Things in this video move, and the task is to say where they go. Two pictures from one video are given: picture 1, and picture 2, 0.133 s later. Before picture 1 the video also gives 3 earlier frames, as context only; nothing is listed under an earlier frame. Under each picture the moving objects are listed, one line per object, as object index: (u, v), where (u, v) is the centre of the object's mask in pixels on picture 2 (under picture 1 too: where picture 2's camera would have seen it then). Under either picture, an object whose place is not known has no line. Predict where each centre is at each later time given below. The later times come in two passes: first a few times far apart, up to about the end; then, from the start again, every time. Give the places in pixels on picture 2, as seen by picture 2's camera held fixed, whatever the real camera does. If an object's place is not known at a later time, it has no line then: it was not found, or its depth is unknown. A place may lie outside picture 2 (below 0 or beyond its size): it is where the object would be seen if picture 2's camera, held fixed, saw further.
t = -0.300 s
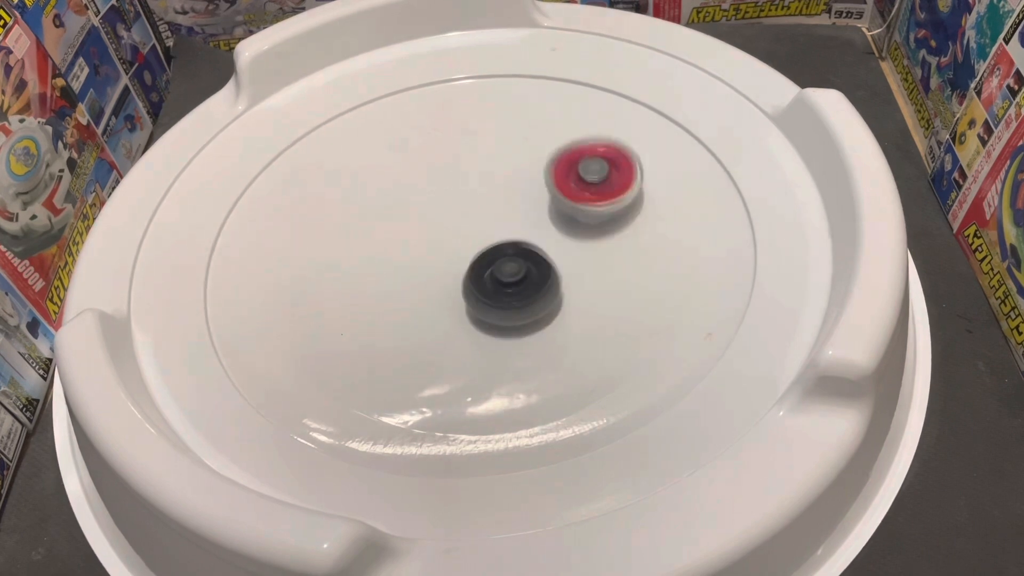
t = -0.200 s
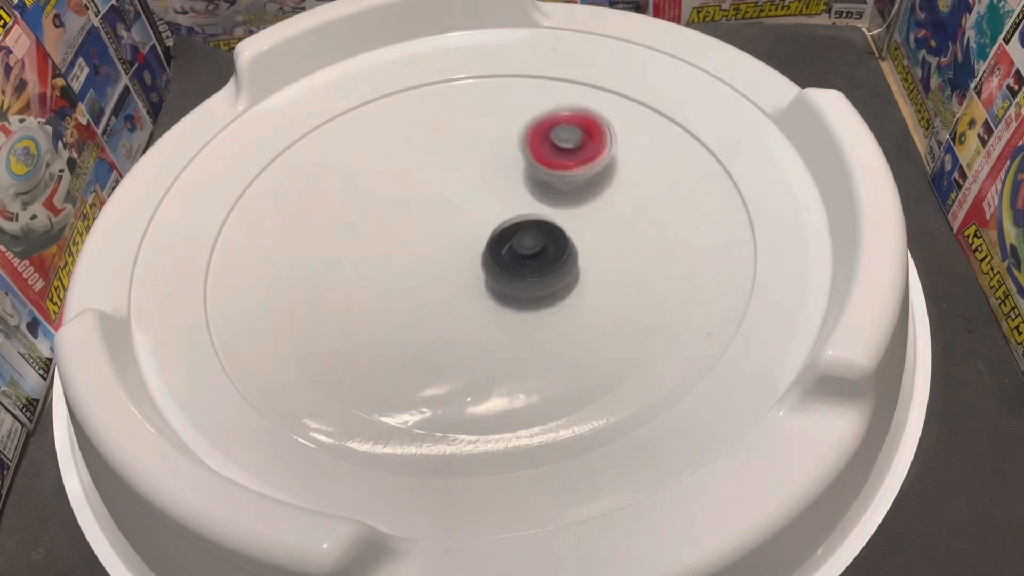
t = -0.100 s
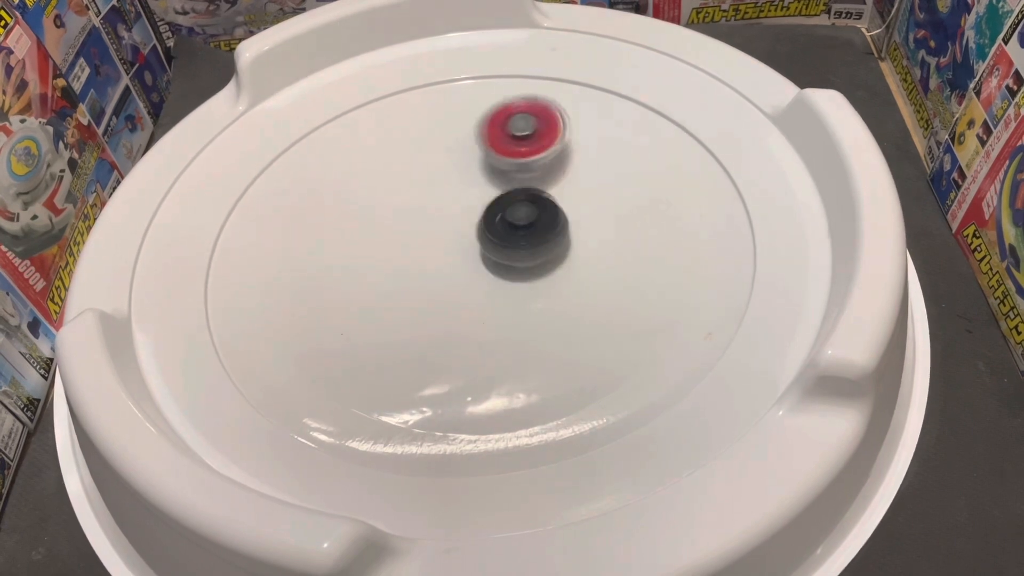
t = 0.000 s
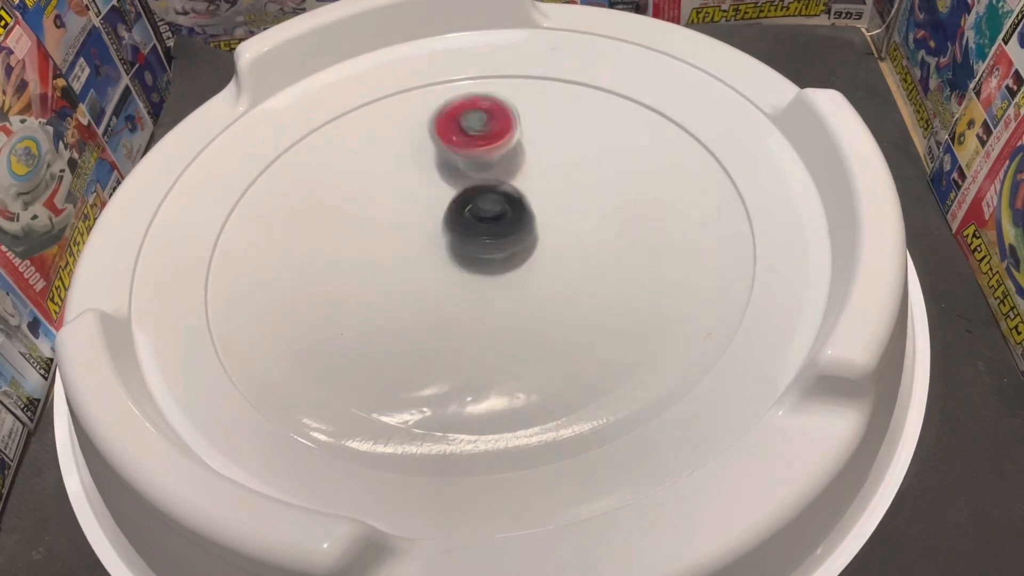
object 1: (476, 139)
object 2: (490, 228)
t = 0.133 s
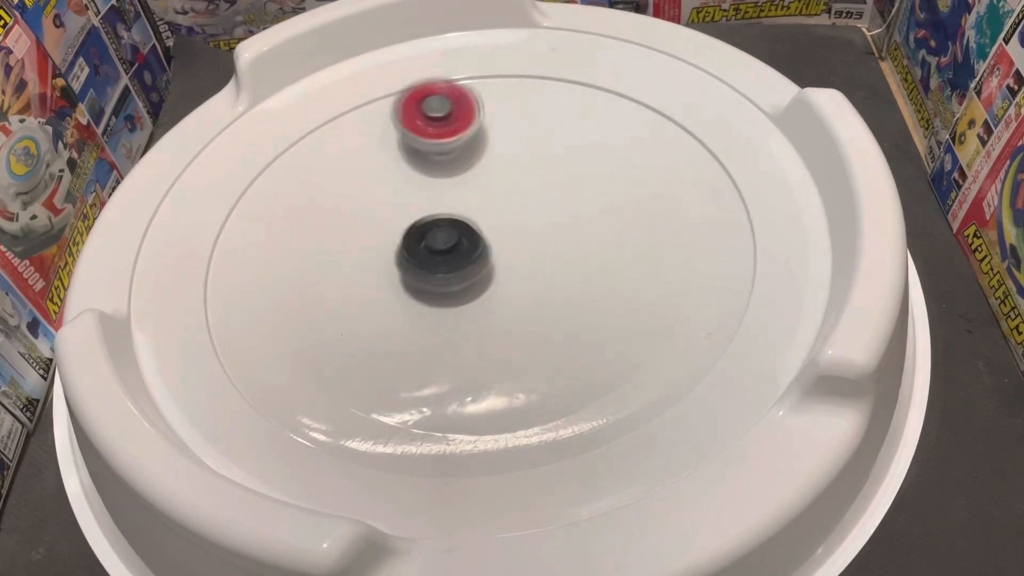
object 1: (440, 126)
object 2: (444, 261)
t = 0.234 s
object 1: (404, 144)
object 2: (420, 277)
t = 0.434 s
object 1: (396, 224)
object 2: (453, 298)
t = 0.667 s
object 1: (444, 245)
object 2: (524, 290)
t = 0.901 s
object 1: (465, 218)
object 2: (629, 259)
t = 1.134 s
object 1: (469, 223)
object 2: (660, 229)
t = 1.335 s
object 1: (482, 237)
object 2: (592, 244)
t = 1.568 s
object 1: (405, 271)
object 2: (535, 246)
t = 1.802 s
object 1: (347, 314)
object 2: (530, 207)
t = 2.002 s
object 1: (420, 310)
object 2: (479, 205)
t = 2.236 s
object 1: (502, 303)
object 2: (439, 228)
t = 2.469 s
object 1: (575, 278)
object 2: (436, 278)
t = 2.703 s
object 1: (559, 240)
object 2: (477, 308)
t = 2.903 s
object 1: (522, 194)
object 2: (487, 308)
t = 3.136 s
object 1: (477, 169)
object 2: (482, 275)
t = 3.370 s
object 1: (444, 170)
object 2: (475, 257)
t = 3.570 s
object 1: (428, 174)
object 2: (468, 247)
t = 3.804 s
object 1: (437, 192)
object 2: (476, 265)
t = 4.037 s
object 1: (461, 206)
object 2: (487, 296)
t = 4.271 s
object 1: (479, 206)
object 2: (484, 296)
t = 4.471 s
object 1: (482, 220)
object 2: (487, 301)
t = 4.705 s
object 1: (470, 228)
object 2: (490, 300)
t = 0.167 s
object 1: (428, 130)
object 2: (434, 265)
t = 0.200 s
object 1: (415, 136)
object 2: (426, 271)
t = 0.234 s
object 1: (404, 144)
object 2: (420, 277)
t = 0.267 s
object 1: (395, 155)
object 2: (417, 284)
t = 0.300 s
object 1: (389, 168)
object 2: (418, 291)
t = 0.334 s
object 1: (387, 182)
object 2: (423, 297)
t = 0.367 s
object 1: (388, 196)
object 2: (431, 300)
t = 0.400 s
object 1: (391, 211)
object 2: (442, 300)
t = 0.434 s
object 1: (396, 224)
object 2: (453, 298)
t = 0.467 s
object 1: (402, 233)
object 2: (464, 298)
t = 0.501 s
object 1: (405, 231)
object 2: (481, 302)
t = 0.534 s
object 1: (409, 232)
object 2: (496, 304)
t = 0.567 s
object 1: (416, 235)
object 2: (505, 306)
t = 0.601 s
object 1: (426, 239)
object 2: (512, 304)
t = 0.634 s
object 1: (435, 243)
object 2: (517, 299)
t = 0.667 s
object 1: (444, 245)
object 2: (524, 290)
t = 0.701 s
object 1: (451, 243)
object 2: (539, 286)
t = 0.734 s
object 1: (459, 243)
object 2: (552, 280)
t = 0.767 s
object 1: (468, 242)
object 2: (561, 273)
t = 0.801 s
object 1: (478, 239)
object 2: (571, 266)
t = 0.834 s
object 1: (471, 229)
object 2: (599, 264)
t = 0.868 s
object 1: (466, 222)
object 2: (617, 262)
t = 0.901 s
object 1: (465, 218)
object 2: (629, 259)
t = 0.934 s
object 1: (464, 215)
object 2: (640, 254)
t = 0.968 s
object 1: (463, 214)
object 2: (650, 250)
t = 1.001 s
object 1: (464, 214)
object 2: (658, 246)
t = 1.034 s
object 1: (464, 215)
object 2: (665, 242)
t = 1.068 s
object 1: (465, 217)
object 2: (668, 237)
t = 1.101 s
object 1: (467, 220)
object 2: (667, 232)
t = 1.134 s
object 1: (469, 223)
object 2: (660, 229)
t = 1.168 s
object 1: (473, 227)
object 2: (649, 228)
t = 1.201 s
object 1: (478, 231)
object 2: (635, 230)
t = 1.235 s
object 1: (484, 234)
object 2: (621, 232)
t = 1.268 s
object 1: (490, 237)
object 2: (606, 235)
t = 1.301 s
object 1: (497, 238)
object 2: (593, 239)
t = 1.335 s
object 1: (482, 237)
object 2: (592, 244)
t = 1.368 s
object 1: (467, 238)
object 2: (591, 250)
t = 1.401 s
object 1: (456, 241)
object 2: (584, 253)
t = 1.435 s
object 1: (447, 245)
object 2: (573, 254)
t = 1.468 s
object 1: (439, 251)
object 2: (557, 253)
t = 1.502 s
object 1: (433, 258)
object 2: (543, 252)
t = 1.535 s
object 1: (429, 264)
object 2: (528, 251)
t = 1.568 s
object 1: (405, 271)
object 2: (535, 246)
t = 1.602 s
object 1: (378, 278)
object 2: (548, 240)
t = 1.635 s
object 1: (361, 283)
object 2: (551, 235)
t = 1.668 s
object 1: (352, 289)
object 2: (549, 230)
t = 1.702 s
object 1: (346, 296)
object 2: (546, 224)
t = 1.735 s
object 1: (343, 303)
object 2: (542, 217)
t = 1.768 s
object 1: (343, 309)
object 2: (536, 211)
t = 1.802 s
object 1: (347, 314)
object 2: (530, 207)
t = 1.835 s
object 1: (355, 319)
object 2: (522, 203)
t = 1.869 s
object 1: (365, 321)
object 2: (515, 201)
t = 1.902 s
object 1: (378, 321)
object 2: (505, 200)
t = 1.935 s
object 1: (392, 319)
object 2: (497, 201)
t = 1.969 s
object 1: (406, 315)
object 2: (487, 202)
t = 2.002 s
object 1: (420, 310)
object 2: (479, 205)
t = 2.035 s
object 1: (434, 304)
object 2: (469, 210)
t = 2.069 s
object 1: (446, 297)
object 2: (463, 211)
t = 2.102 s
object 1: (459, 289)
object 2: (454, 212)
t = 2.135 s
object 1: (469, 290)
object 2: (448, 211)
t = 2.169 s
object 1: (480, 300)
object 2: (445, 216)
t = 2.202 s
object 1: (490, 303)
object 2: (442, 222)
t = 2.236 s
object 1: (502, 303)
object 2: (439, 228)
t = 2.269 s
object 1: (515, 302)
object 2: (435, 236)
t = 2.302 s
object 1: (528, 300)
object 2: (433, 243)
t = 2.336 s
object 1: (539, 297)
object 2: (432, 250)
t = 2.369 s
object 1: (550, 293)
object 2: (432, 257)
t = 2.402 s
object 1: (561, 289)
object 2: (433, 264)
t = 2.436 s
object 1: (568, 284)
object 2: (434, 271)
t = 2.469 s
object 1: (575, 278)
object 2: (436, 278)
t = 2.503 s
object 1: (579, 272)
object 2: (440, 285)
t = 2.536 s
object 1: (581, 266)
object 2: (444, 290)
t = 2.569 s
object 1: (581, 260)
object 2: (450, 295)
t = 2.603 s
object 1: (579, 254)
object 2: (455, 299)
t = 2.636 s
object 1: (574, 249)
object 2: (462, 303)
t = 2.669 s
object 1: (567, 244)
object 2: (469, 306)
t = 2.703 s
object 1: (559, 240)
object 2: (477, 308)
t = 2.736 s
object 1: (551, 236)
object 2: (486, 307)
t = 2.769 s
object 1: (543, 232)
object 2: (493, 306)
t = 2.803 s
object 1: (535, 228)
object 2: (496, 306)
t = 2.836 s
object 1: (532, 213)
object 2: (492, 310)
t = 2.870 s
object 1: (528, 202)
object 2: (488, 311)
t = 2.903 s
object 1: (522, 194)
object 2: (487, 308)
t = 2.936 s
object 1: (517, 188)
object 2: (487, 305)
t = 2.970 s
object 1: (510, 183)
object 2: (489, 301)
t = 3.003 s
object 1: (504, 177)
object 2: (488, 296)
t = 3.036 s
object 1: (497, 173)
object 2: (487, 290)
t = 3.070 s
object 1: (491, 170)
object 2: (485, 284)
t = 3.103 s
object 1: (483, 169)
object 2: (484, 280)
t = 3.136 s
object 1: (477, 169)
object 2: (482, 275)
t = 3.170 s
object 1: (470, 171)
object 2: (480, 269)
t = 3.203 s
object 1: (464, 173)
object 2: (479, 264)
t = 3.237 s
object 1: (459, 175)
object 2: (477, 259)
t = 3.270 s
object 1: (452, 179)
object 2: (477, 254)
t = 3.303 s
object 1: (449, 178)
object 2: (475, 255)
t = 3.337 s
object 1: (447, 172)
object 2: (475, 257)
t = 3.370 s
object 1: (444, 170)
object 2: (475, 257)
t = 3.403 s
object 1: (439, 167)
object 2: (474, 255)
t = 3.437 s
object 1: (435, 167)
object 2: (474, 253)
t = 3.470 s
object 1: (432, 167)
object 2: (473, 250)
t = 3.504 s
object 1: (430, 168)
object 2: (472, 248)
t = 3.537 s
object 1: (429, 171)
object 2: (470, 246)
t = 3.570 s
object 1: (428, 174)
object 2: (468, 247)
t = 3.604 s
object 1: (429, 174)
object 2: (467, 253)
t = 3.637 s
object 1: (429, 175)
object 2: (470, 257)
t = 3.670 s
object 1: (429, 177)
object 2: (470, 260)
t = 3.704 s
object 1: (431, 180)
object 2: (471, 261)
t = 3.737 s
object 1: (433, 184)
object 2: (472, 262)
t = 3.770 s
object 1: (435, 188)
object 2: (474, 264)
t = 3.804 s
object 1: (437, 192)
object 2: (476, 265)
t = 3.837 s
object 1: (441, 194)
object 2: (477, 272)
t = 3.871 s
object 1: (443, 195)
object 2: (482, 276)
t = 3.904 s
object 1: (447, 198)
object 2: (483, 279)
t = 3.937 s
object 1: (449, 202)
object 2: (486, 281)
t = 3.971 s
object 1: (452, 204)
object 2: (487, 282)
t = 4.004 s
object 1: (454, 208)
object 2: (489, 283)
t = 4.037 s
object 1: (461, 206)
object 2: (487, 296)
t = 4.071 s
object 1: (464, 200)
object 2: (488, 303)
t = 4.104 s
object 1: (468, 198)
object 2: (487, 307)
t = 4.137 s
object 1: (470, 197)
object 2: (483, 309)
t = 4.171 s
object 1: (471, 198)
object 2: (480, 310)
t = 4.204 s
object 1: (474, 199)
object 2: (476, 301)
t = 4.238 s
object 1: (477, 202)
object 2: (481, 297)
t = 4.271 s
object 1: (479, 206)
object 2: (484, 296)
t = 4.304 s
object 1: (481, 210)
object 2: (484, 306)
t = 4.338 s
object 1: (482, 212)
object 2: (483, 305)
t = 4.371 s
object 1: (483, 215)
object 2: (483, 302)
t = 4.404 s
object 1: (482, 218)
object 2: (484, 300)
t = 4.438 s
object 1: (481, 221)
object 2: (486, 300)
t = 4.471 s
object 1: (482, 220)
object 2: (487, 301)
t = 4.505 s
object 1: (482, 220)
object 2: (487, 300)
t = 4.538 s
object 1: (479, 220)
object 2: (488, 299)
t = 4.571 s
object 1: (475, 222)
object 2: (491, 300)
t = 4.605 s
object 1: (475, 223)
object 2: (490, 300)
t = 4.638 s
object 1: (473, 224)
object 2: (490, 300)
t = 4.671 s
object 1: (471, 226)
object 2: (490, 300)
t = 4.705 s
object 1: (470, 228)
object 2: (490, 300)
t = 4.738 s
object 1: (471, 229)
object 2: (488, 300)
